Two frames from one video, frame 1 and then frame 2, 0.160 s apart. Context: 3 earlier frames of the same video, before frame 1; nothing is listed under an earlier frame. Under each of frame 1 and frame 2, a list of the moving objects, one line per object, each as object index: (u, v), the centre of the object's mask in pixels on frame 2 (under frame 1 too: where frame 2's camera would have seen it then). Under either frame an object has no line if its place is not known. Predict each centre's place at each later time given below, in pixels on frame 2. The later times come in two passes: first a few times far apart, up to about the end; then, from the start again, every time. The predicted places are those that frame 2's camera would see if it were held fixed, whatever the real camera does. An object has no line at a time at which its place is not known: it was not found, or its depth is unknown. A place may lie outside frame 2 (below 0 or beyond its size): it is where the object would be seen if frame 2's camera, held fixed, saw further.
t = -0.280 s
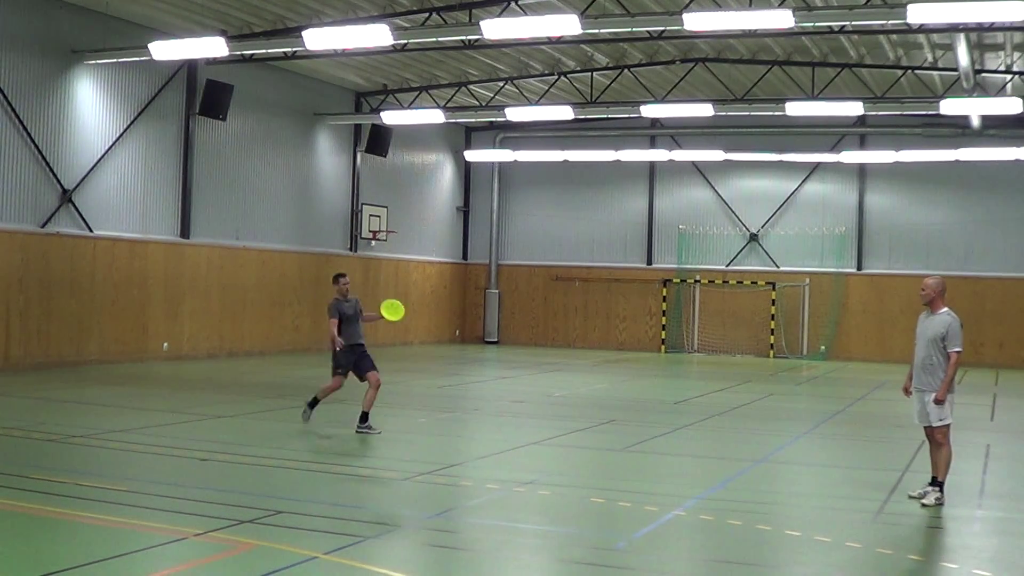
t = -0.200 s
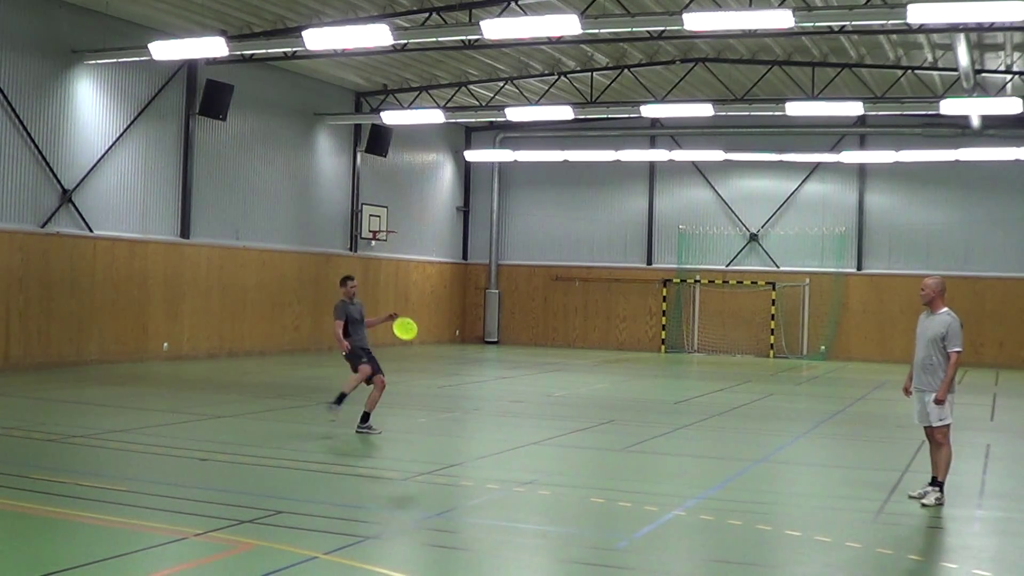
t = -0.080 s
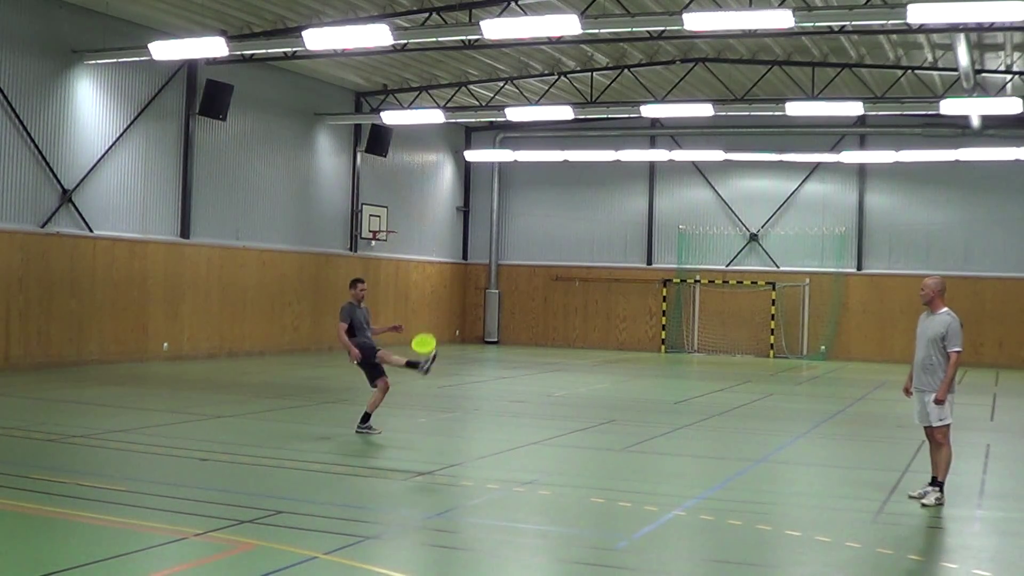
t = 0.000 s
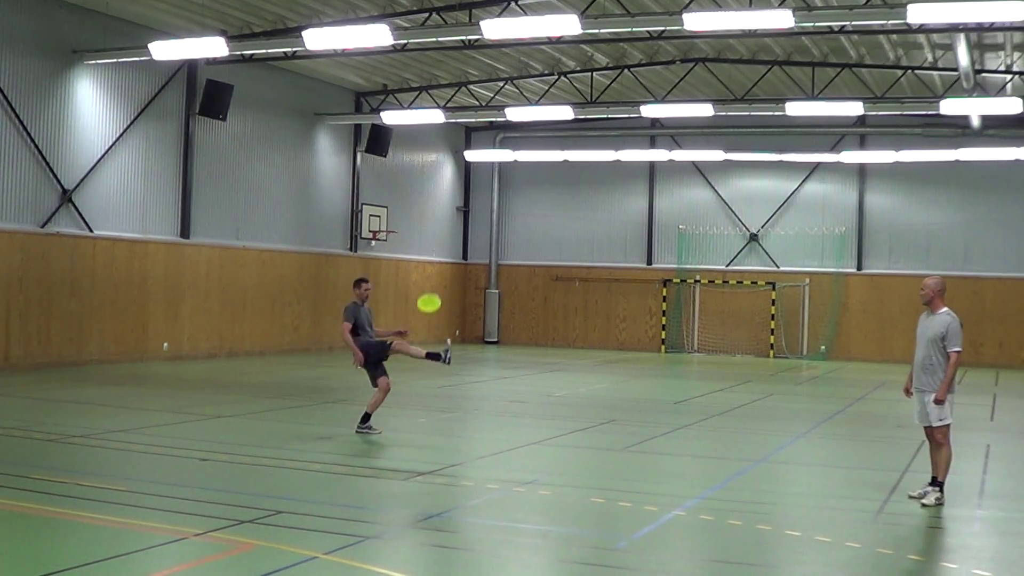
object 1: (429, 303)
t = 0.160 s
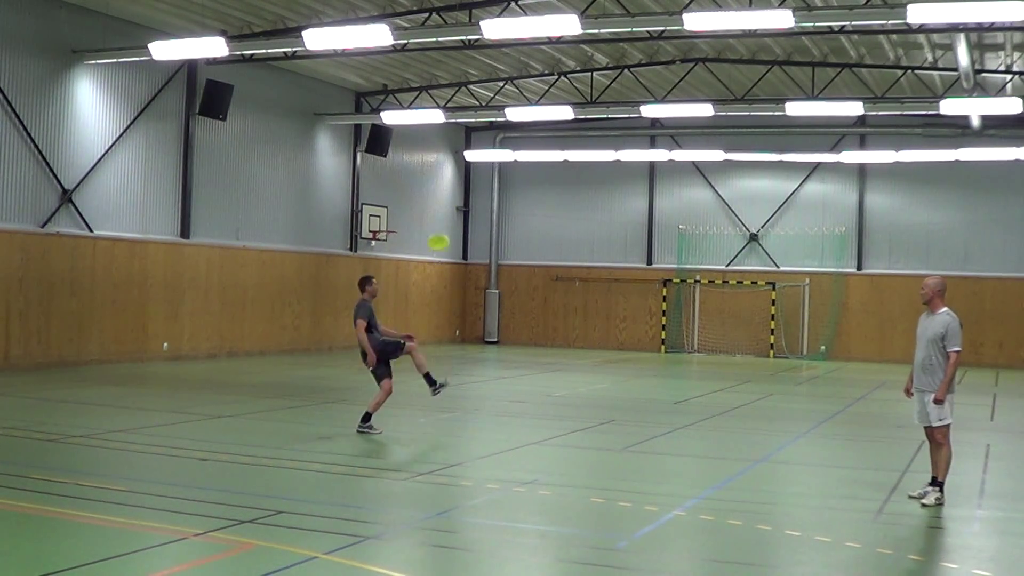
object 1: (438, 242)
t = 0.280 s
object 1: (444, 211)
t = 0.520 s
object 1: (453, 177)
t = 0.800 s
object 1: (461, 178)
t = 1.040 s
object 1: (468, 208)
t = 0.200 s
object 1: (440, 230)
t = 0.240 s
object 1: (442, 220)
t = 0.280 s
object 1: (444, 211)
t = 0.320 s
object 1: (445, 203)
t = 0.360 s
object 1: (447, 195)
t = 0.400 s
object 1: (449, 189)
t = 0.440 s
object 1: (450, 184)
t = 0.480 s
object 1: (451, 180)
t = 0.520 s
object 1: (453, 177)
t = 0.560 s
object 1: (454, 175)
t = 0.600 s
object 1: (455, 173)
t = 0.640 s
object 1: (456, 173)
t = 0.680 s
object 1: (458, 173)
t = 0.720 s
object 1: (459, 174)
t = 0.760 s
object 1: (460, 175)
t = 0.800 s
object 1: (461, 178)
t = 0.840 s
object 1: (463, 181)
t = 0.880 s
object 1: (464, 185)
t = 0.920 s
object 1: (465, 189)
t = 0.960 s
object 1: (466, 195)
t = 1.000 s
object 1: (467, 201)
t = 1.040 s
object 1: (468, 208)
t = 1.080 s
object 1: (470, 216)
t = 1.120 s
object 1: (471, 224)
